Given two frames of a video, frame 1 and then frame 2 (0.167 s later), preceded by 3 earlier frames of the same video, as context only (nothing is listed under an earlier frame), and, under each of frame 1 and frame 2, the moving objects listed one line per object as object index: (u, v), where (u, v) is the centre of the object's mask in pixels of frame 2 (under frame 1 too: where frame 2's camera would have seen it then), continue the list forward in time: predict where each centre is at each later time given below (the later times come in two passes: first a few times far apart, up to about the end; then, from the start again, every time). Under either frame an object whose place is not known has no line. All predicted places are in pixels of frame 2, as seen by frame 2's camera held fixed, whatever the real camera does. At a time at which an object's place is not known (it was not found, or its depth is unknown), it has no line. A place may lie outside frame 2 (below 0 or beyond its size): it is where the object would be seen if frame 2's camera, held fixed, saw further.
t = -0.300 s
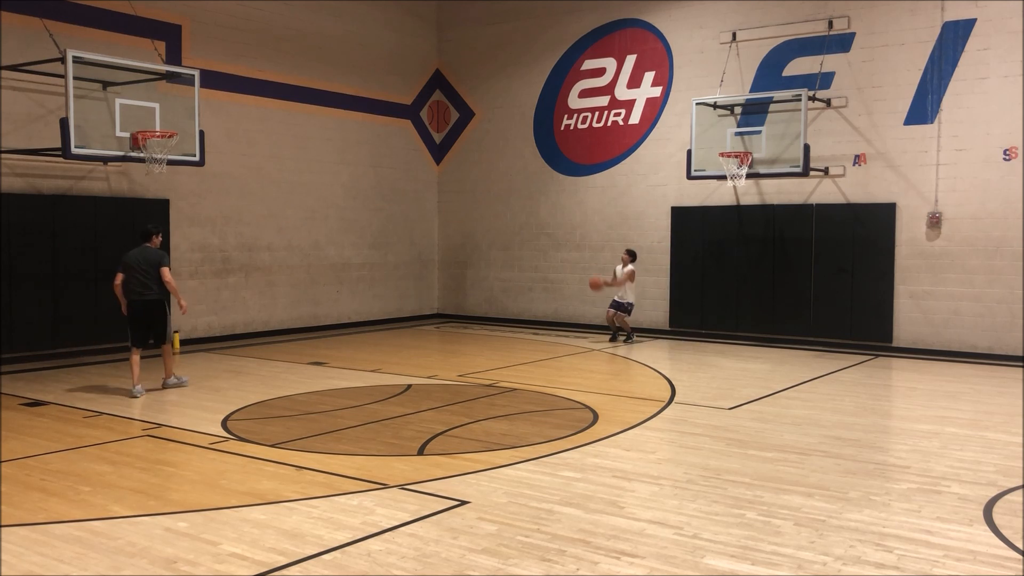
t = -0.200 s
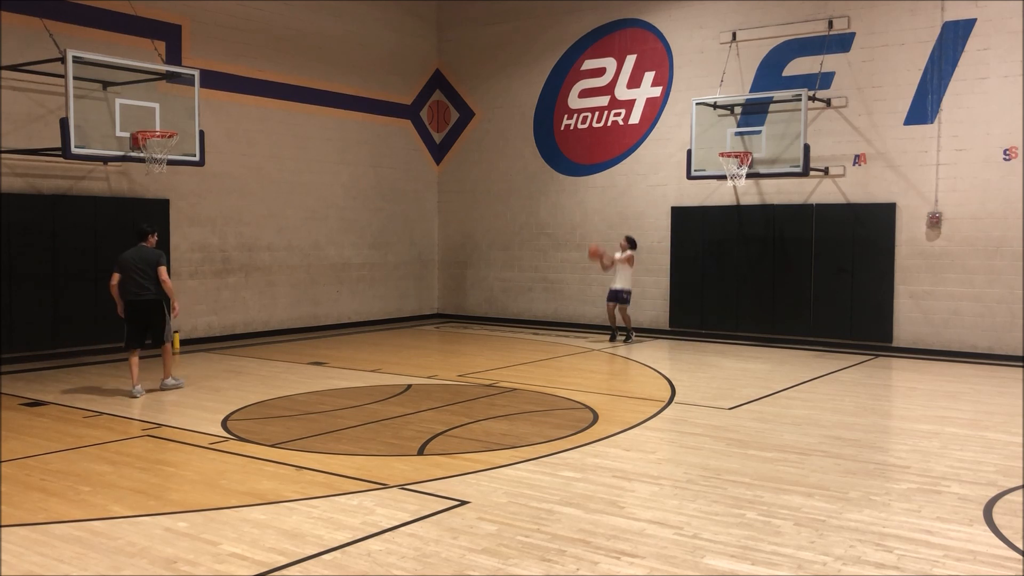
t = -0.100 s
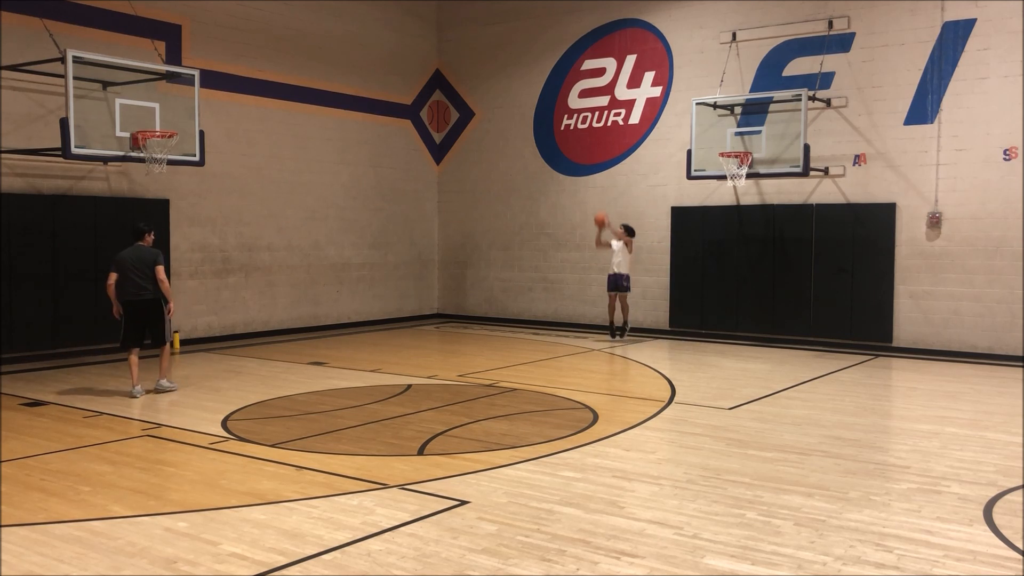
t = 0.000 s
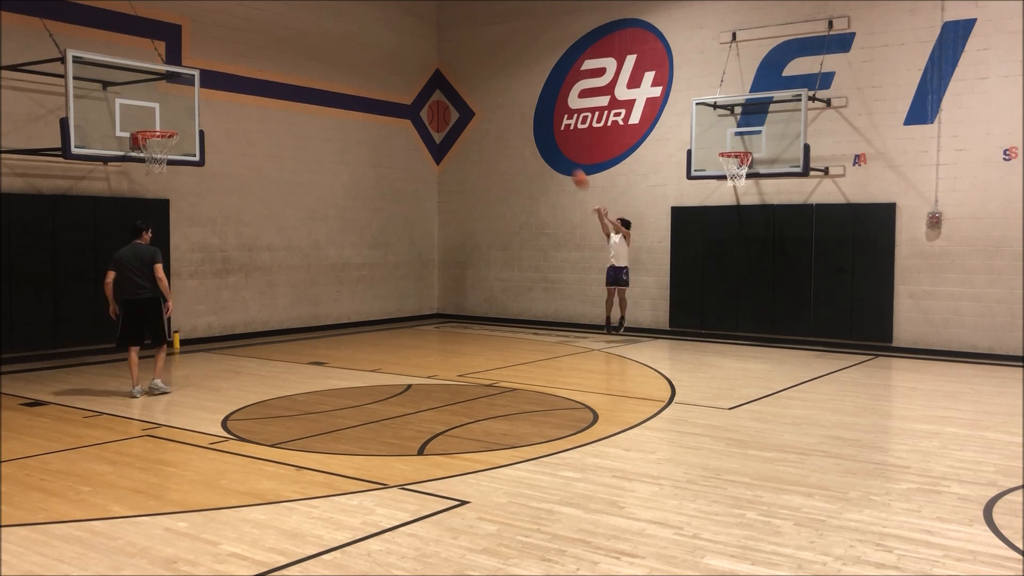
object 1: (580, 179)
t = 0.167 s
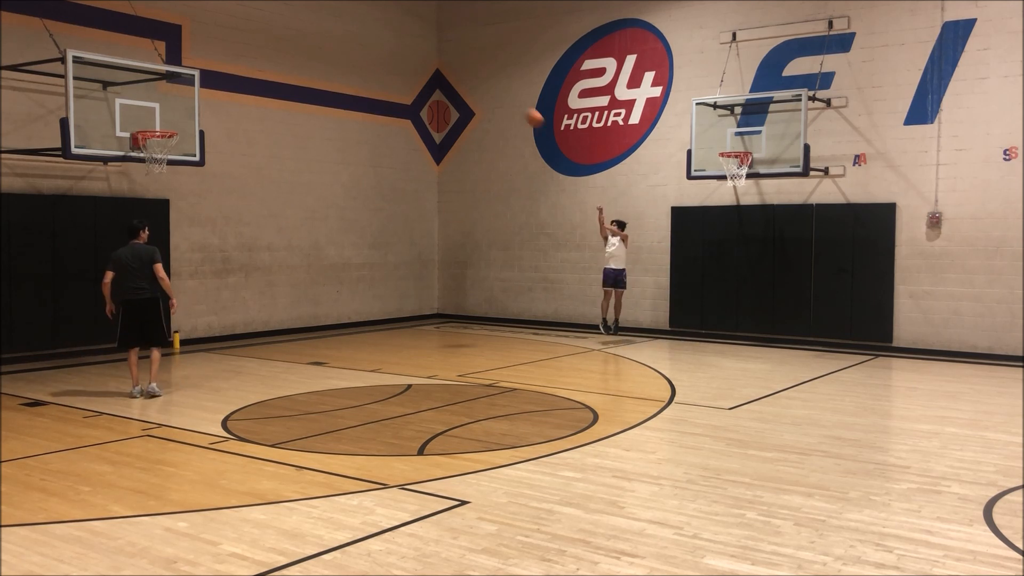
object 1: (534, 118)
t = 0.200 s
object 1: (524, 107)
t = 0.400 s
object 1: (466, 56)
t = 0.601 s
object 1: (400, 28)
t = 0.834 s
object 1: (318, 29)
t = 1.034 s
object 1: (243, 60)
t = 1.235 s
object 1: (164, 124)
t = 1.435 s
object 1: (135, 162)
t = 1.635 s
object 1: (135, 198)
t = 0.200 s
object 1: (524, 107)
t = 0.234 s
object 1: (515, 97)
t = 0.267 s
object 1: (505, 88)
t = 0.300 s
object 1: (495, 79)
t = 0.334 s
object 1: (486, 71)
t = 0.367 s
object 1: (477, 63)
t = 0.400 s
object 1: (466, 56)
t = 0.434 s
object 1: (455, 50)
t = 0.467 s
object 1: (445, 44)
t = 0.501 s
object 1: (433, 39)
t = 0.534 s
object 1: (422, 35)
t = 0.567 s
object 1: (412, 32)
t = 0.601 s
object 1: (400, 28)
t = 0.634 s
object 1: (388, 26)
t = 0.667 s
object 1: (376, 25)
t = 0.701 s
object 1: (365, 24)
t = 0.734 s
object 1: (354, 24)
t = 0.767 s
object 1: (342, 25)
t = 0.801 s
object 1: (330, 26)
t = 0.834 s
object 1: (318, 29)
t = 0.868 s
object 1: (306, 32)
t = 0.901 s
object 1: (293, 36)
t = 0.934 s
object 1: (281, 41)
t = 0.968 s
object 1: (268, 47)
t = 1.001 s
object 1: (256, 53)
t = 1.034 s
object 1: (243, 60)
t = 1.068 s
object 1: (230, 70)
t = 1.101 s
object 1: (217, 79)
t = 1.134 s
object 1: (205, 88)
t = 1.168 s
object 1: (189, 101)
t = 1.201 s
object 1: (176, 113)
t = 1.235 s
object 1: (164, 124)
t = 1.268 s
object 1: (149, 141)
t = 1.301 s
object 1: (139, 149)
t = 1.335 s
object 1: (136, 154)
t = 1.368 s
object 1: (135, 156)
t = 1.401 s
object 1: (135, 158)
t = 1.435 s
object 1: (135, 162)
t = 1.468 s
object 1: (135, 165)
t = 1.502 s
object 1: (135, 169)
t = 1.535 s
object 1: (135, 175)
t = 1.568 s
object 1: (135, 182)
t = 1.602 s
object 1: (135, 189)
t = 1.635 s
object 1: (135, 198)
